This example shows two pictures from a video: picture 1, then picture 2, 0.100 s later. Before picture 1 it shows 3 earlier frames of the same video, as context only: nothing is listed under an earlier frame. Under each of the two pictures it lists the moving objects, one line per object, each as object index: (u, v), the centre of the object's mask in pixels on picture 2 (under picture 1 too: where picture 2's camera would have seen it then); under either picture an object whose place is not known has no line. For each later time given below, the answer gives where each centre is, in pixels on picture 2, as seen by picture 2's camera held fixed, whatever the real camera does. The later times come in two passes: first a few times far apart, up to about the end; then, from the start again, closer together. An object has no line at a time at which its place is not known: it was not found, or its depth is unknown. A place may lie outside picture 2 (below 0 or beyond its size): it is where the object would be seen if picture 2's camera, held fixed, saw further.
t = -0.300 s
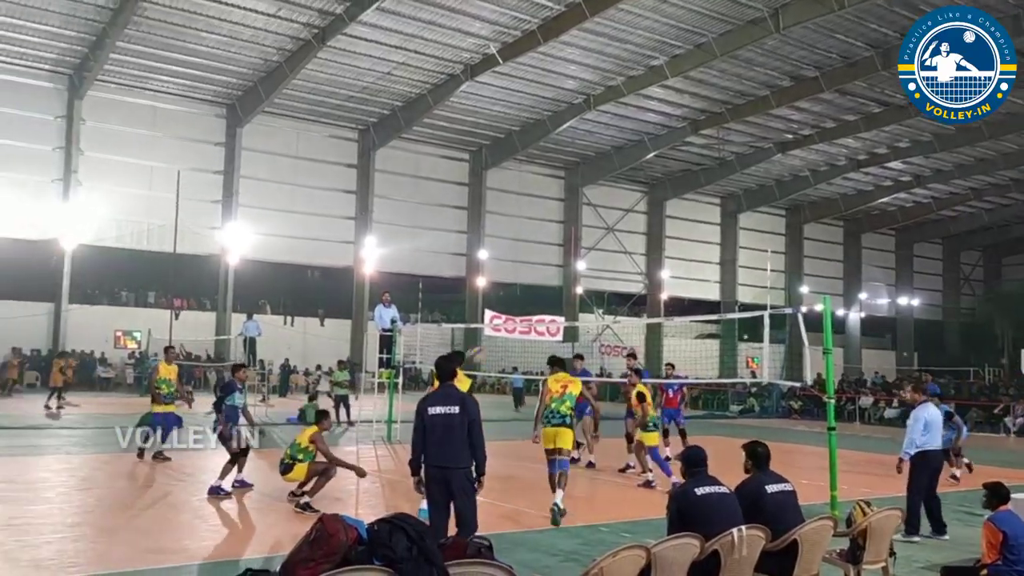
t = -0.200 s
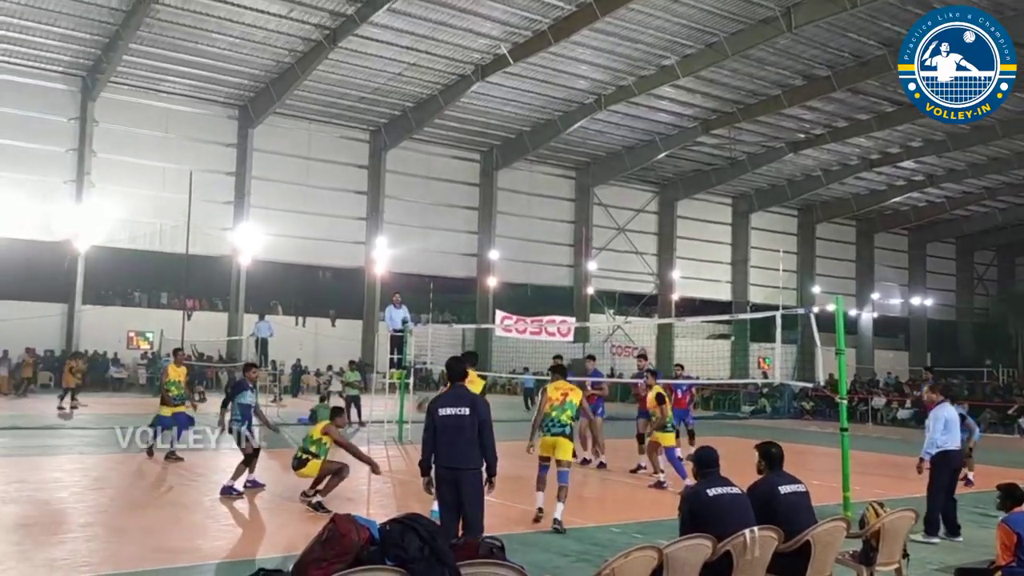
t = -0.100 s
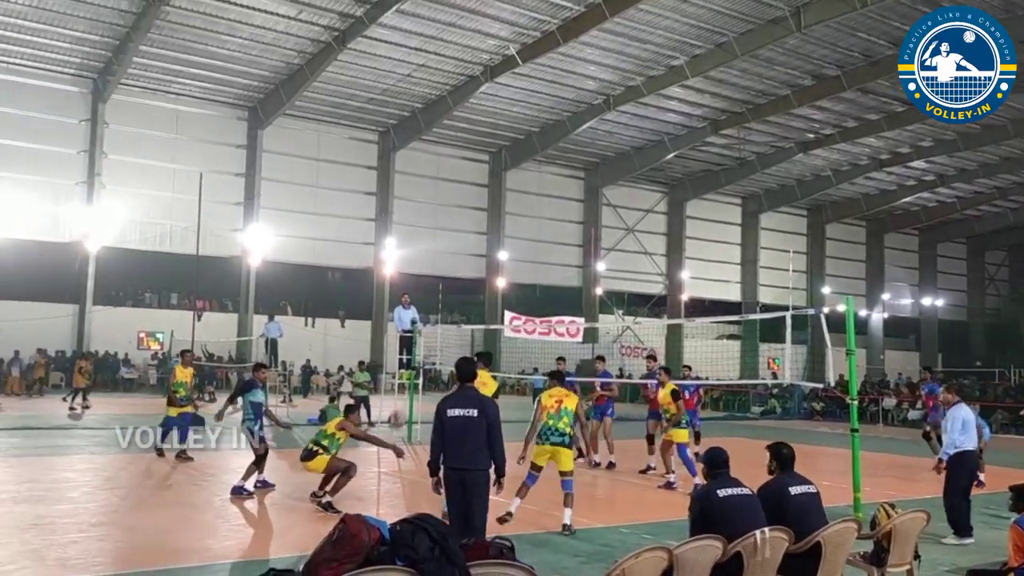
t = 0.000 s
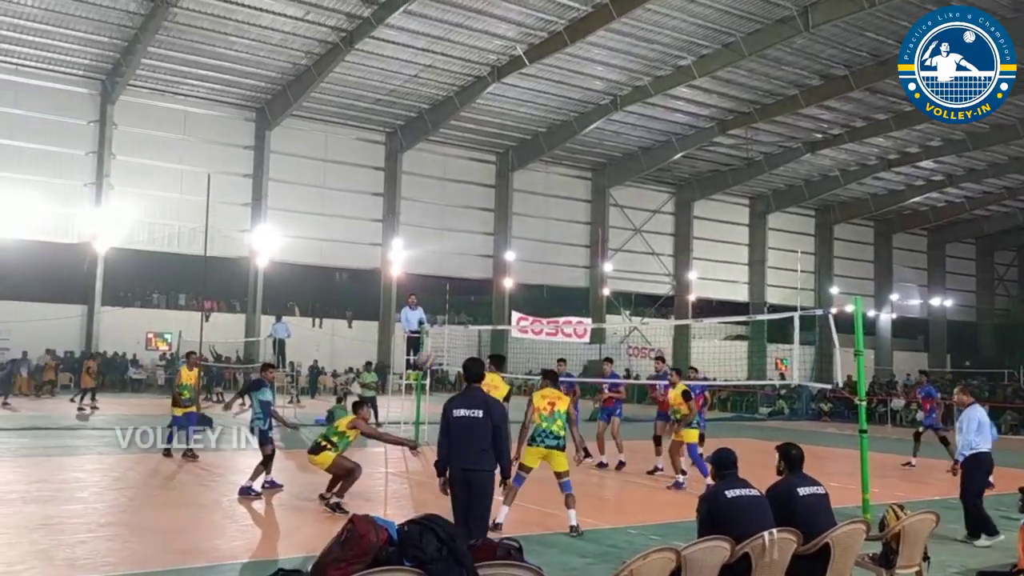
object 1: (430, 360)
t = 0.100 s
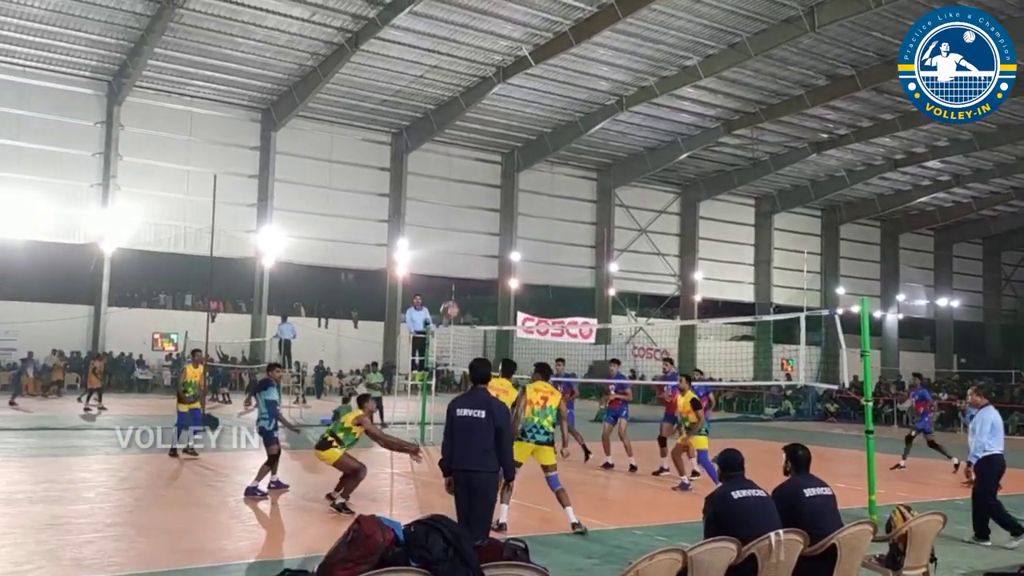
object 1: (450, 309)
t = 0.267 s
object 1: (477, 248)
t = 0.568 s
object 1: (519, 197)
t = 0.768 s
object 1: (543, 198)
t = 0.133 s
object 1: (456, 293)
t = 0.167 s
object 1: (461, 282)
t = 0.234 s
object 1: (472, 259)
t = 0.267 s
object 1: (477, 248)
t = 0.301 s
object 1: (482, 239)
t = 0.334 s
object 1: (488, 232)
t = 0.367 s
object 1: (493, 223)
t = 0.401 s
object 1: (498, 215)
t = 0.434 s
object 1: (503, 209)
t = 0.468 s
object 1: (507, 203)
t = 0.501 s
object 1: (510, 201)
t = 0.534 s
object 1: (515, 198)
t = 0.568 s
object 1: (519, 197)
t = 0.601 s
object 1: (524, 196)
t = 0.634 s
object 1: (529, 194)
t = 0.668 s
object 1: (532, 194)
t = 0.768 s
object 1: (543, 198)
